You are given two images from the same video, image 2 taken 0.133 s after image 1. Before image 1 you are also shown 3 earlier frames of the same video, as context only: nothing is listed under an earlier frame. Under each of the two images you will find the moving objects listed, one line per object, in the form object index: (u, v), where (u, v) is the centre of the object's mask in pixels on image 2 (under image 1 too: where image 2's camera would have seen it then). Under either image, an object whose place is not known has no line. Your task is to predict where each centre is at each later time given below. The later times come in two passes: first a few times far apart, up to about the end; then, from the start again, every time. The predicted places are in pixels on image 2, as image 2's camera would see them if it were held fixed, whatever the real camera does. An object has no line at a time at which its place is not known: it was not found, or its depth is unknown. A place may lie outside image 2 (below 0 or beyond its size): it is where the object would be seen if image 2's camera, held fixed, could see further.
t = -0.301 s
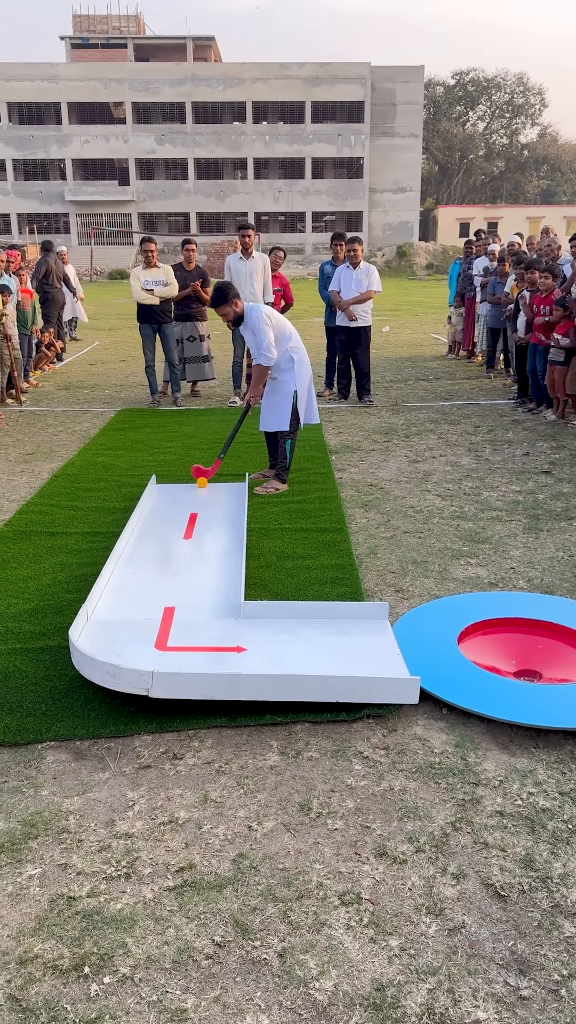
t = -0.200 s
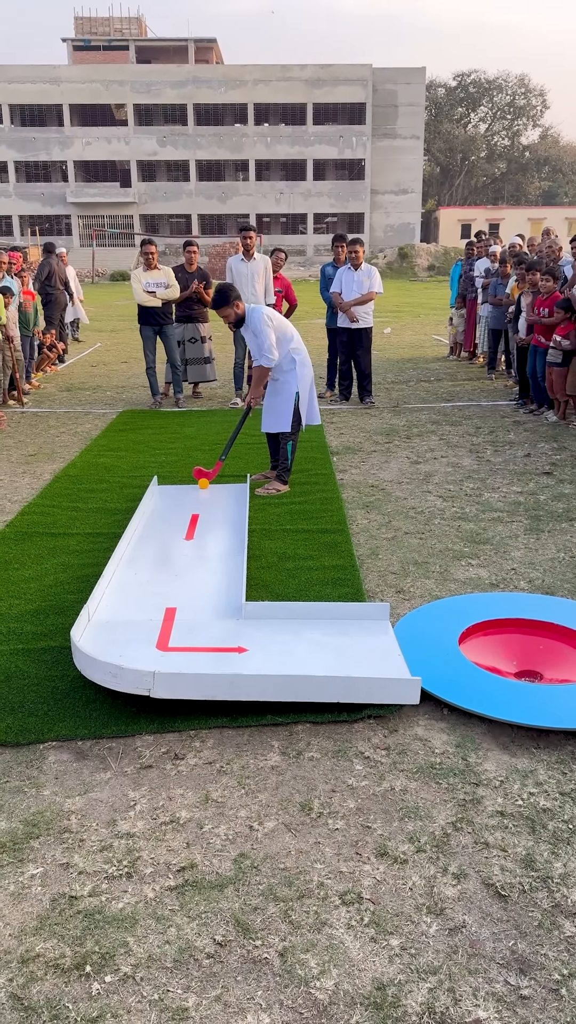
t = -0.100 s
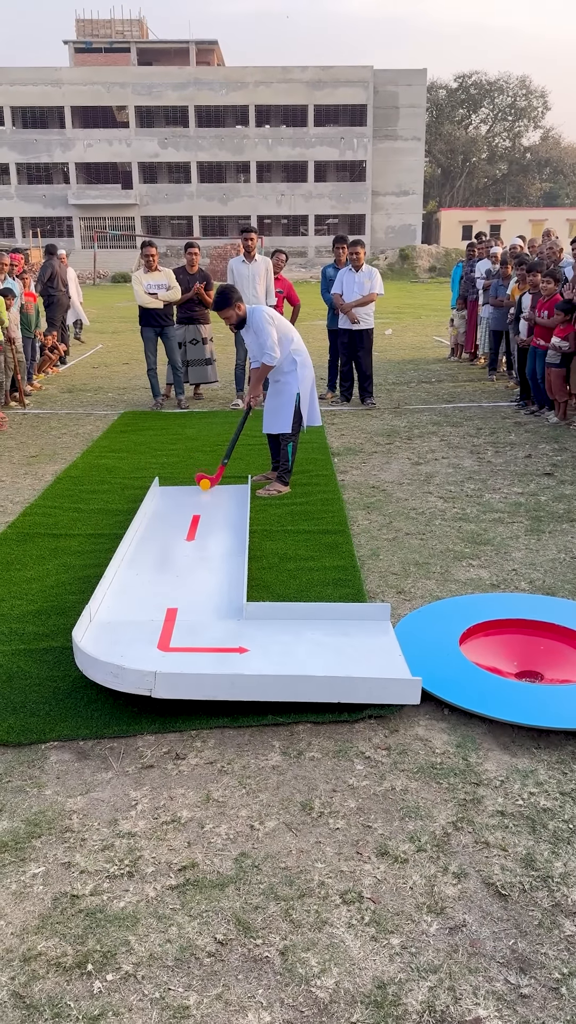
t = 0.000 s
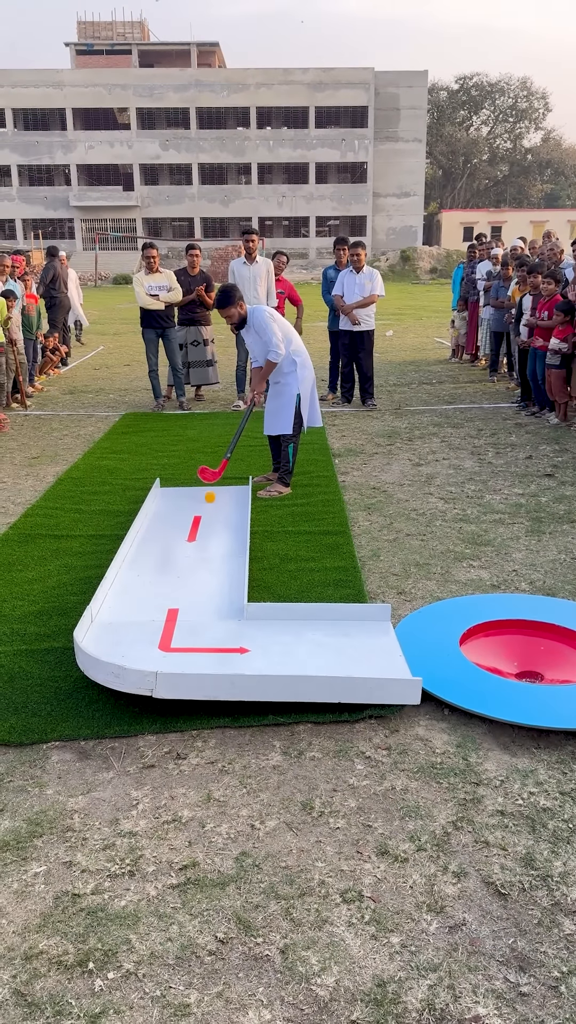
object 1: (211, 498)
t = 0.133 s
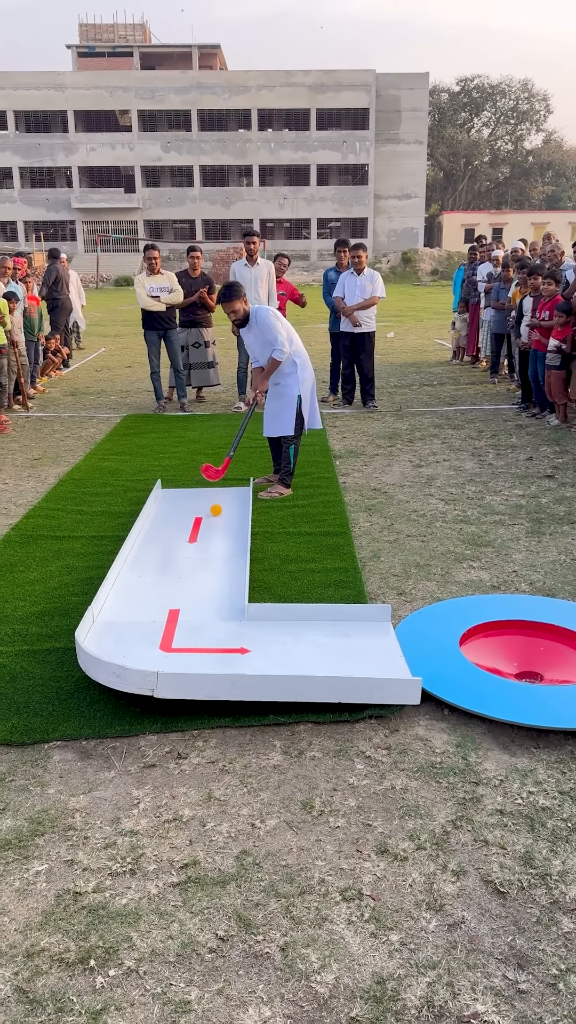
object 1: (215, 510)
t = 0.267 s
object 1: (220, 521)
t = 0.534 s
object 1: (232, 547)
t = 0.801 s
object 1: (237, 574)
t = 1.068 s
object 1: (229, 607)
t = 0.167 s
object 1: (217, 513)
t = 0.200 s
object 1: (218, 516)
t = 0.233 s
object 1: (219, 519)
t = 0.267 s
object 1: (220, 521)
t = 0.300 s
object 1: (221, 525)
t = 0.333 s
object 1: (223, 527)
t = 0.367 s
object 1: (224, 530)
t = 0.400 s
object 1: (226, 534)
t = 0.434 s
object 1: (227, 537)
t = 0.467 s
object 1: (229, 540)
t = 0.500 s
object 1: (231, 543)
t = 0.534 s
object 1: (232, 547)
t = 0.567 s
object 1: (234, 550)
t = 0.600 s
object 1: (236, 553)
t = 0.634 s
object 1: (237, 557)
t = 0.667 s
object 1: (239, 560)
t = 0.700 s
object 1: (238, 563)
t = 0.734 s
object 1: (238, 567)
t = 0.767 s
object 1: (238, 571)
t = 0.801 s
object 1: (237, 574)
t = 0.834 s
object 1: (237, 578)
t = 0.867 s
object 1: (236, 582)
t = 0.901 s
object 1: (234, 585)
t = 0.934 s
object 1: (233, 590)
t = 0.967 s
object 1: (232, 594)
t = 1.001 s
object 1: (231, 598)
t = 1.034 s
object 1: (230, 602)
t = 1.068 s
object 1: (229, 607)
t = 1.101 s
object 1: (228, 611)
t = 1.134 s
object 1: (227, 614)
